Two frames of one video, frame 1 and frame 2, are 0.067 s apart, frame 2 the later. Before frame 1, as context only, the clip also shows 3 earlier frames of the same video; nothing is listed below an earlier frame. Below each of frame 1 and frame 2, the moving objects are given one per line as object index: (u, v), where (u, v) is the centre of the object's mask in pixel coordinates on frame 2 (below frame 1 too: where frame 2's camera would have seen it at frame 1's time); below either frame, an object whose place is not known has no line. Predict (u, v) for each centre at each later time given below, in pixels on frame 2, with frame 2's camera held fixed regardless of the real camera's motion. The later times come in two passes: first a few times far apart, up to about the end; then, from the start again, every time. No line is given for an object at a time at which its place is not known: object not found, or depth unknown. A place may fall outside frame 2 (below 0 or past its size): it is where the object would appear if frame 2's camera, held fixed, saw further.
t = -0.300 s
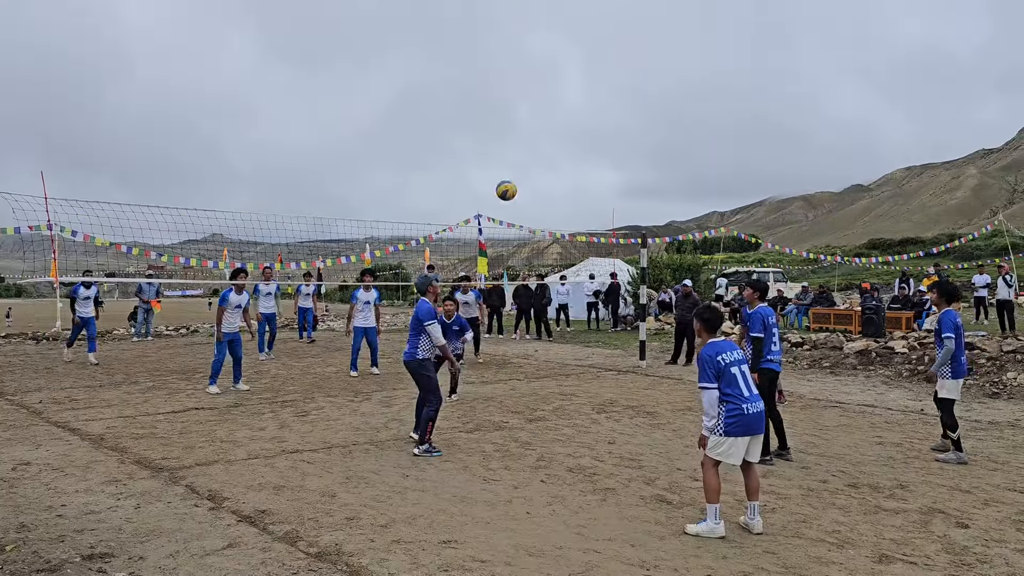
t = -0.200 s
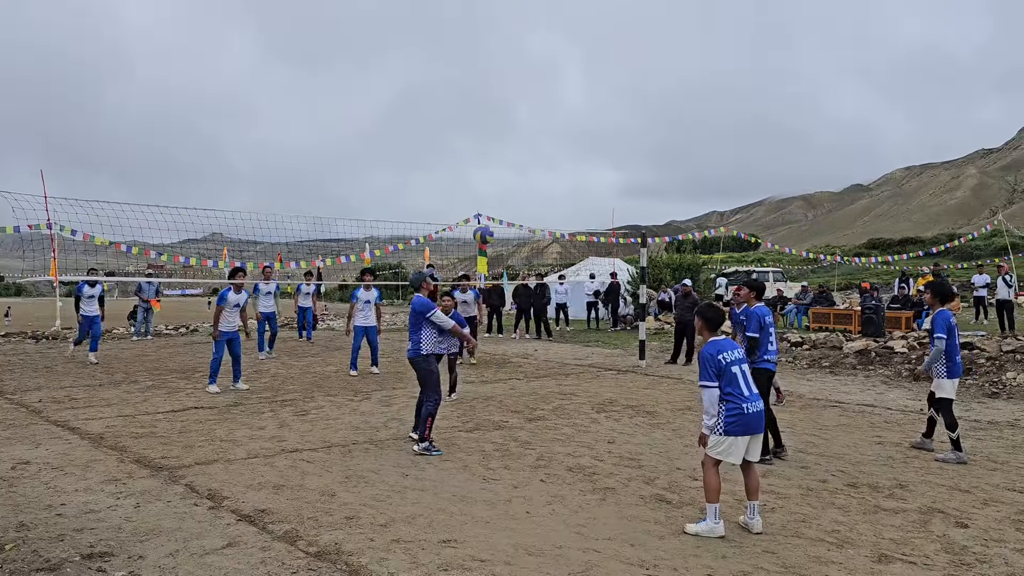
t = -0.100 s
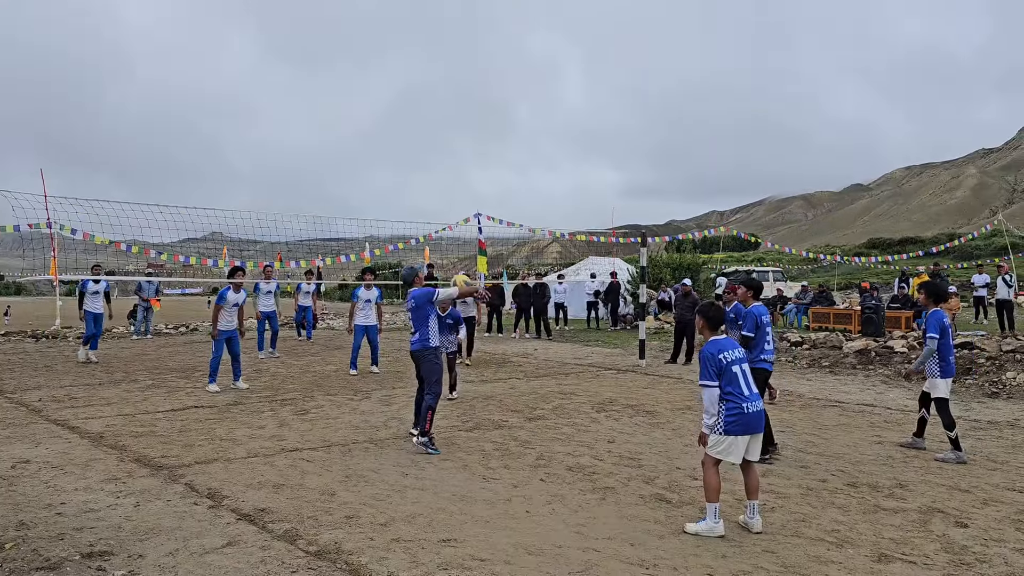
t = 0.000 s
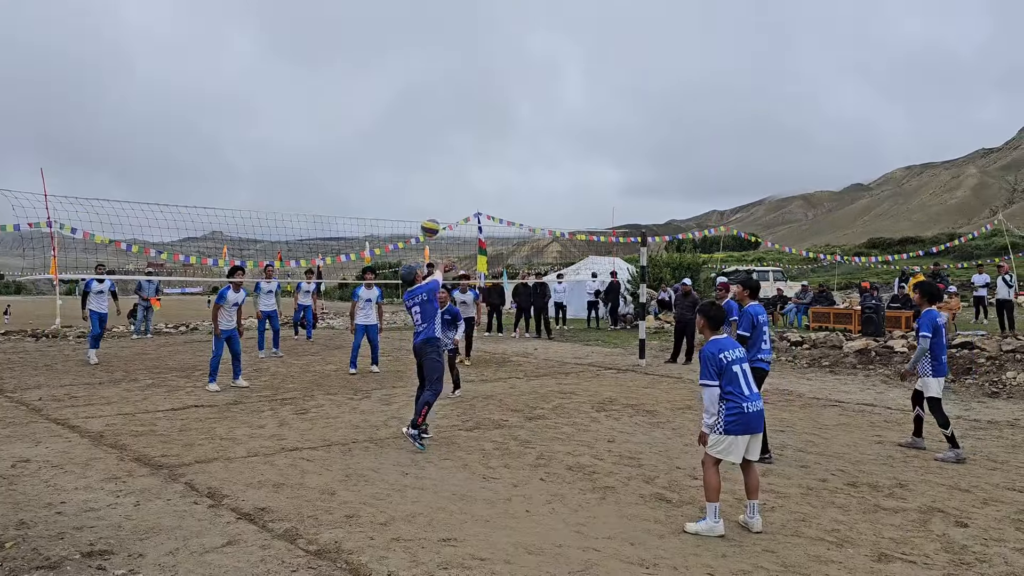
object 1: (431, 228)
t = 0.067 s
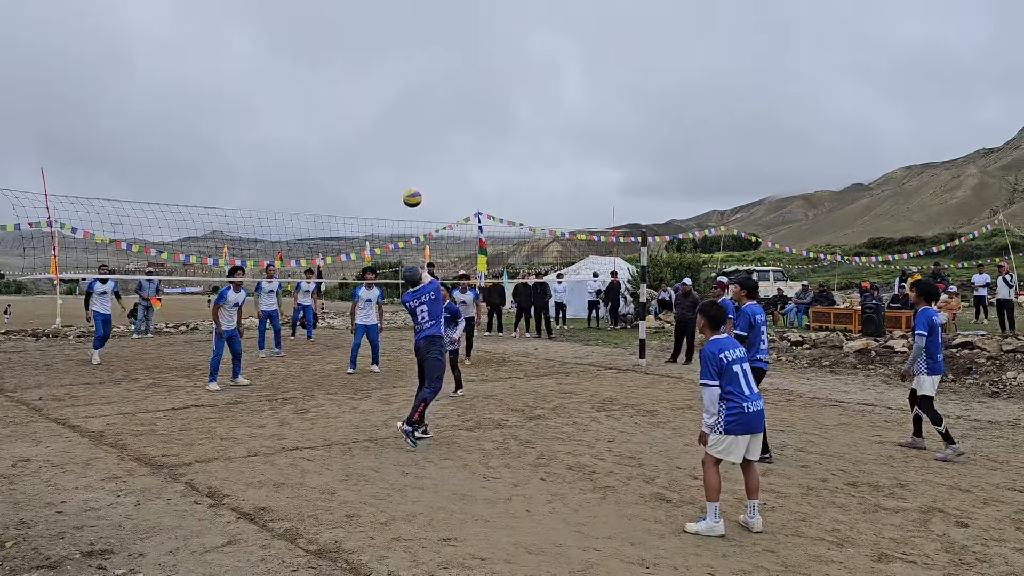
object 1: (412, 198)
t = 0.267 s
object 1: (367, 146)
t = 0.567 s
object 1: (312, 140)
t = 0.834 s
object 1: (274, 184)
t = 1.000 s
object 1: (254, 229)
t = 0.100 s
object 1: (404, 187)
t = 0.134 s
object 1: (396, 176)
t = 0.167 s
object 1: (388, 166)
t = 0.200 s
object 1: (381, 158)
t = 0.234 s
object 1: (374, 152)
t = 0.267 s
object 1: (367, 146)
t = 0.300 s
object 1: (360, 142)
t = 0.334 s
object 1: (353, 138)
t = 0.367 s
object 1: (347, 136)
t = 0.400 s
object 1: (341, 134)
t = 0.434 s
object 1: (335, 133)
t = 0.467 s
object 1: (329, 134)
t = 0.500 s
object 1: (323, 135)
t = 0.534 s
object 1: (318, 137)
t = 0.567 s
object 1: (312, 140)
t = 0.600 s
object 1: (307, 143)
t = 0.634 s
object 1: (302, 147)
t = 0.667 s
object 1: (297, 151)
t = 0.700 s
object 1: (292, 157)
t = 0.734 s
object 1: (288, 163)
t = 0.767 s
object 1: (283, 169)
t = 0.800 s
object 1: (279, 176)
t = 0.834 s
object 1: (274, 184)
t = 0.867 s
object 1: (270, 192)
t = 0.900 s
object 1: (266, 200)
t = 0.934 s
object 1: (262, 210)
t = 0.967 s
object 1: (258, 218)
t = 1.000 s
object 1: (254, 229)
